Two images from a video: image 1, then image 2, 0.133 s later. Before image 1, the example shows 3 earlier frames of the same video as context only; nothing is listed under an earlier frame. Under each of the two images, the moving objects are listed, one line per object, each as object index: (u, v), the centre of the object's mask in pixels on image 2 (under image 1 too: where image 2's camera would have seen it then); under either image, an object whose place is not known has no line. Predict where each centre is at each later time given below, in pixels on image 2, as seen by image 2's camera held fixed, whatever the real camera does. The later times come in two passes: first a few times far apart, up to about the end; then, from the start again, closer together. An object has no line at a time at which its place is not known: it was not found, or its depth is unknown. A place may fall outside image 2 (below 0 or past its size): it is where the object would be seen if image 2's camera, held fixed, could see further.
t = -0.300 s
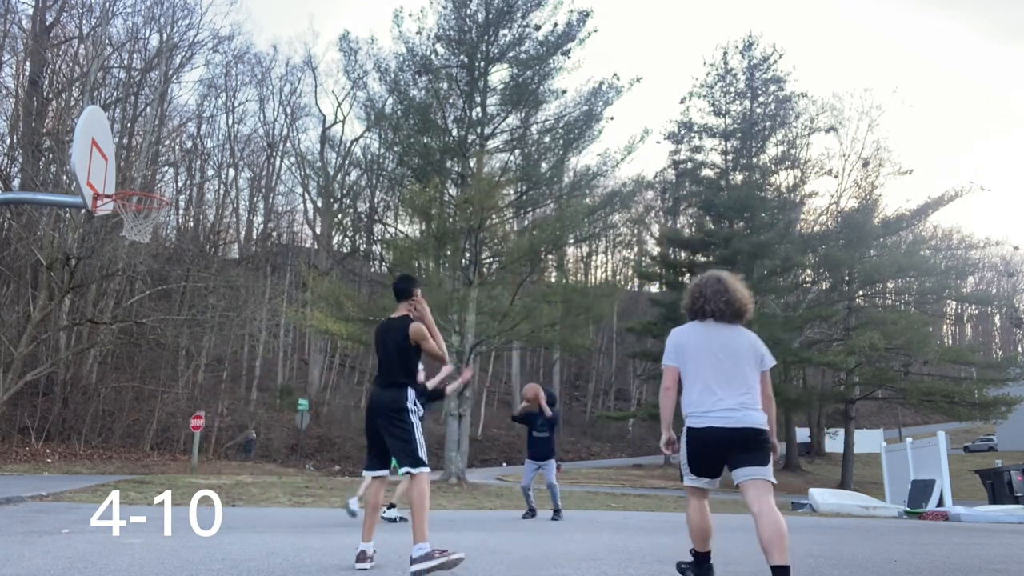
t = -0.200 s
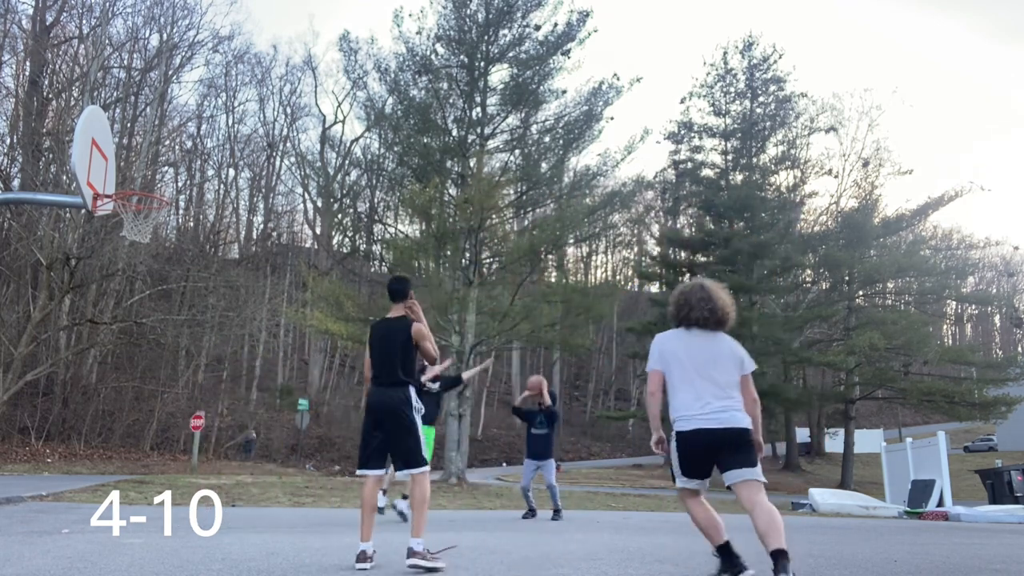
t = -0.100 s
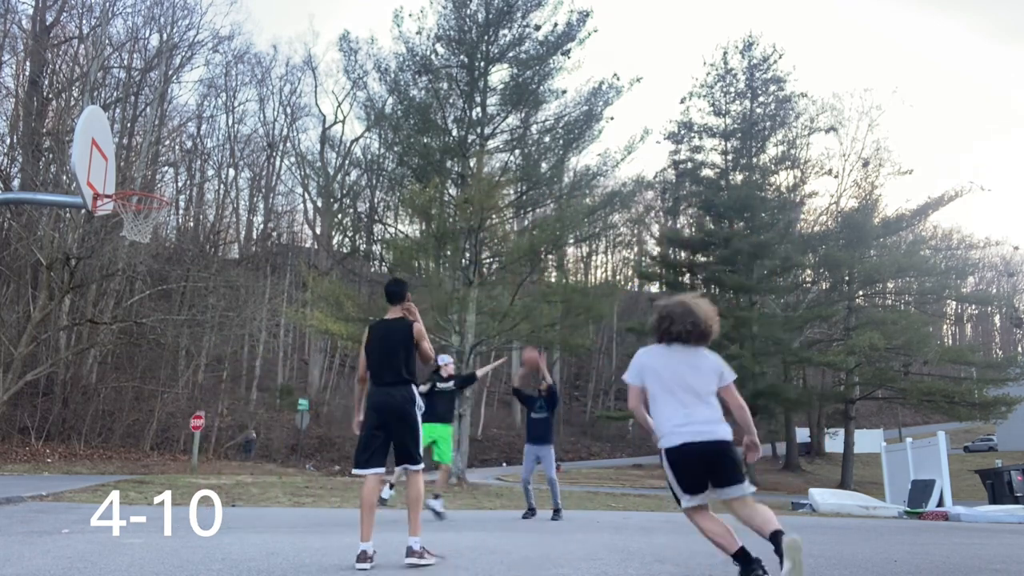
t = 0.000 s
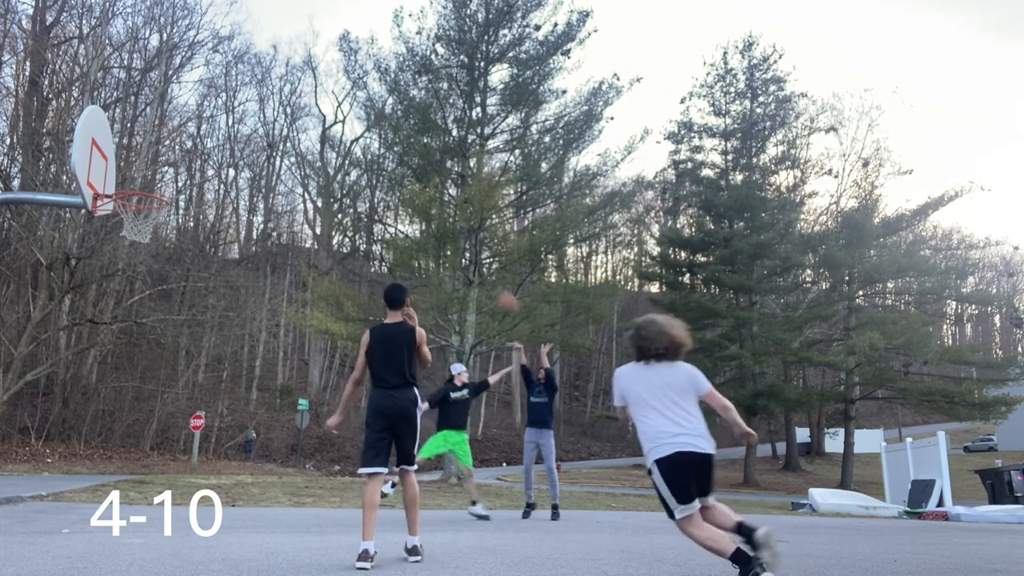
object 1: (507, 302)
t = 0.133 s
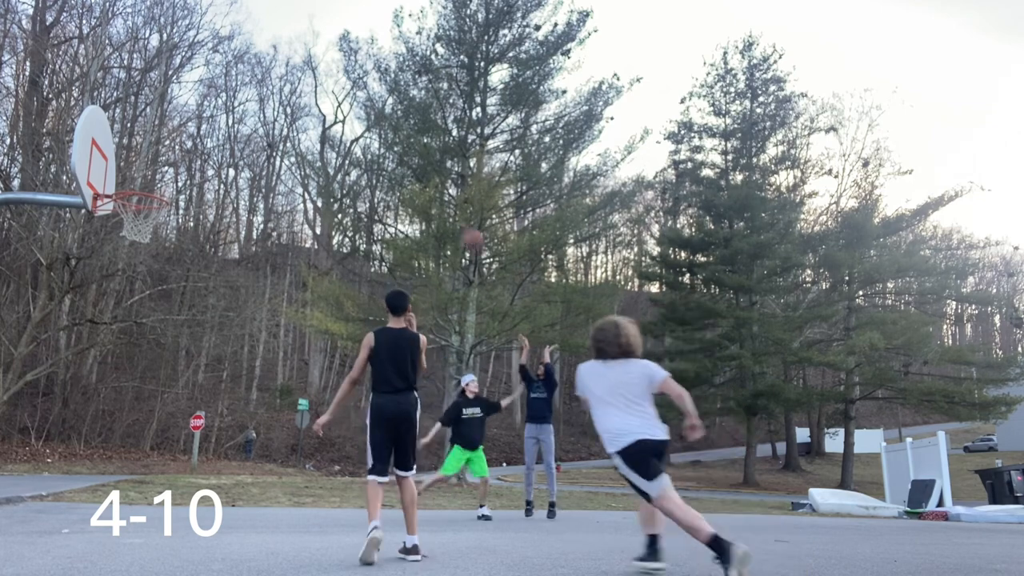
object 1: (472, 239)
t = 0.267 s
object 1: (437, 188)
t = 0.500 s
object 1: (373, 129)
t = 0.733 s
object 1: (299, 110)
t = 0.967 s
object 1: (214, 137)
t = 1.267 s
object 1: (130, 232)
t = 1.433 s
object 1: (141, 285)
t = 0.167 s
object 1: (464, 225)
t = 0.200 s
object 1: (455, 212)
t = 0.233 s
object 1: (447, 200)
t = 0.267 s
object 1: (437, 188)
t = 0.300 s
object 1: (428, 176)
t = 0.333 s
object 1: (420, 168)
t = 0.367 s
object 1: (411, 158)
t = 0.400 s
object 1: (402, 150)
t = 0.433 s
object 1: (393, 142)
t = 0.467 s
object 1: (382, 134)
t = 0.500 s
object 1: (373, 129)
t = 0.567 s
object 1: (352, 119)
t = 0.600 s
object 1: (341, 116)
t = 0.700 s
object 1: (310, 110)
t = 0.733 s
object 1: (299, 110)
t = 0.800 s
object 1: (276, 112)
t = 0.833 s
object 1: (264, 115)
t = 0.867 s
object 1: (252, 119)
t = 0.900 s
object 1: (239, 124)
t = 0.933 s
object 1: (227, 130)
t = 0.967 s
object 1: (214, 137)
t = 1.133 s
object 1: (141, 185)
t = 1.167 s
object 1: (127, 205)
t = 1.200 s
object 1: (126, 210)
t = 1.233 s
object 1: (127, 229)
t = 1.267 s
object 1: (130, 232)
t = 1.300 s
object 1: (132, 241)
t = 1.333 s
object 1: (134, 251)
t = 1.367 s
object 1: (137, 261)
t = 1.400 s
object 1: (140, 273)
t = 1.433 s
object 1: (141, 285)
